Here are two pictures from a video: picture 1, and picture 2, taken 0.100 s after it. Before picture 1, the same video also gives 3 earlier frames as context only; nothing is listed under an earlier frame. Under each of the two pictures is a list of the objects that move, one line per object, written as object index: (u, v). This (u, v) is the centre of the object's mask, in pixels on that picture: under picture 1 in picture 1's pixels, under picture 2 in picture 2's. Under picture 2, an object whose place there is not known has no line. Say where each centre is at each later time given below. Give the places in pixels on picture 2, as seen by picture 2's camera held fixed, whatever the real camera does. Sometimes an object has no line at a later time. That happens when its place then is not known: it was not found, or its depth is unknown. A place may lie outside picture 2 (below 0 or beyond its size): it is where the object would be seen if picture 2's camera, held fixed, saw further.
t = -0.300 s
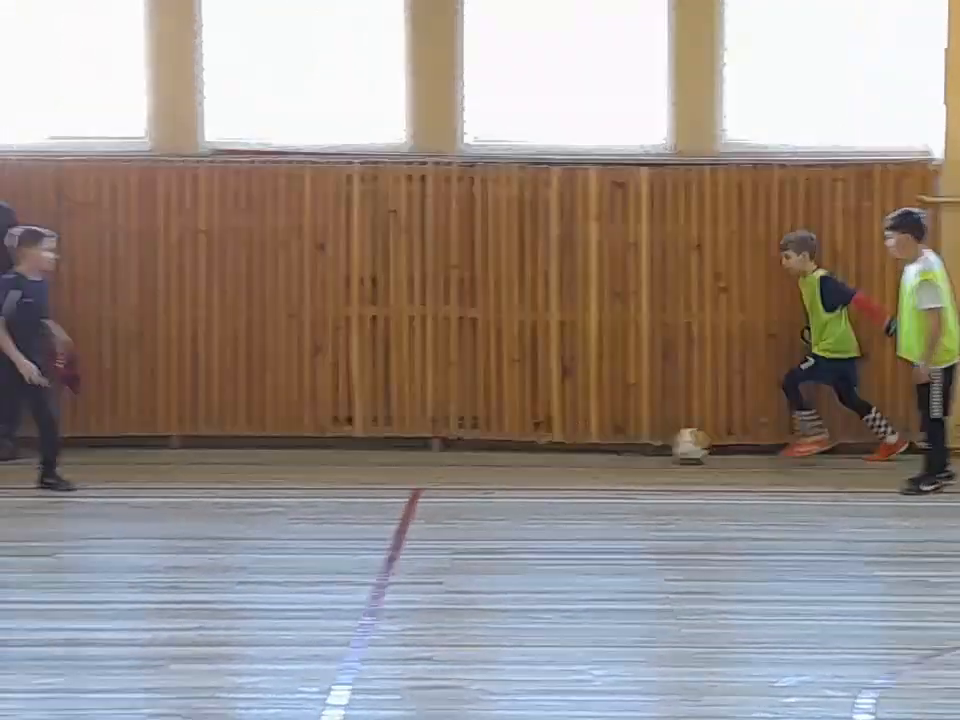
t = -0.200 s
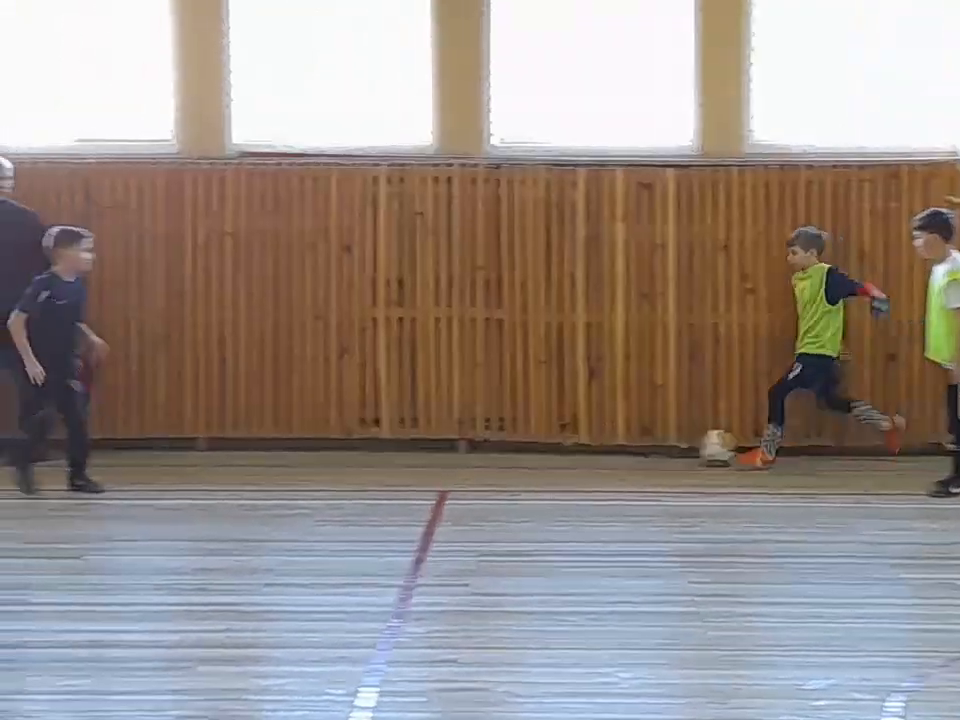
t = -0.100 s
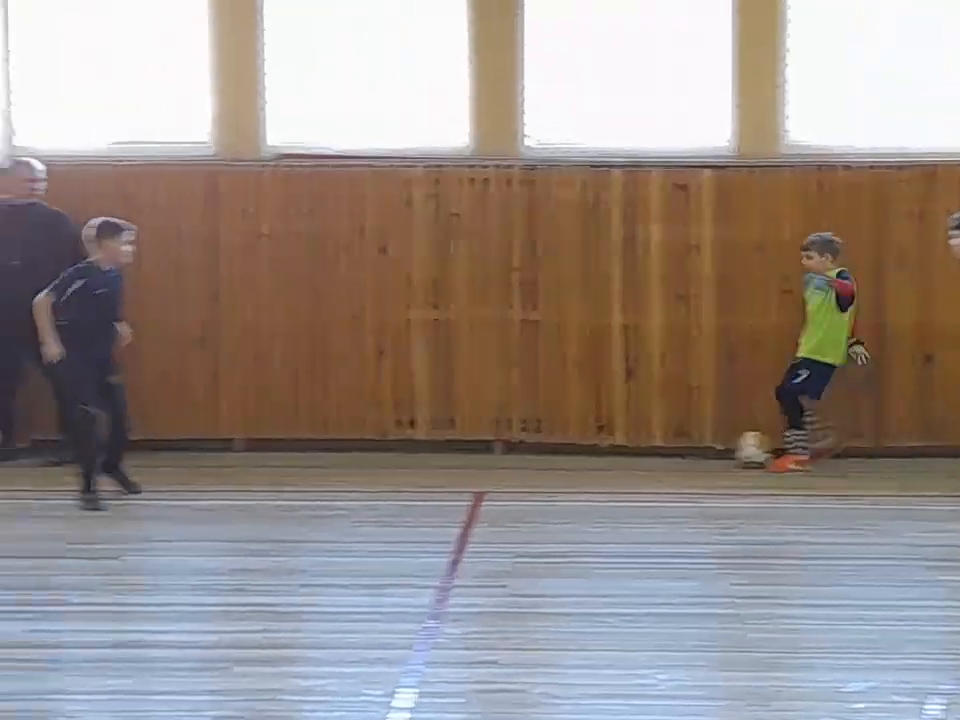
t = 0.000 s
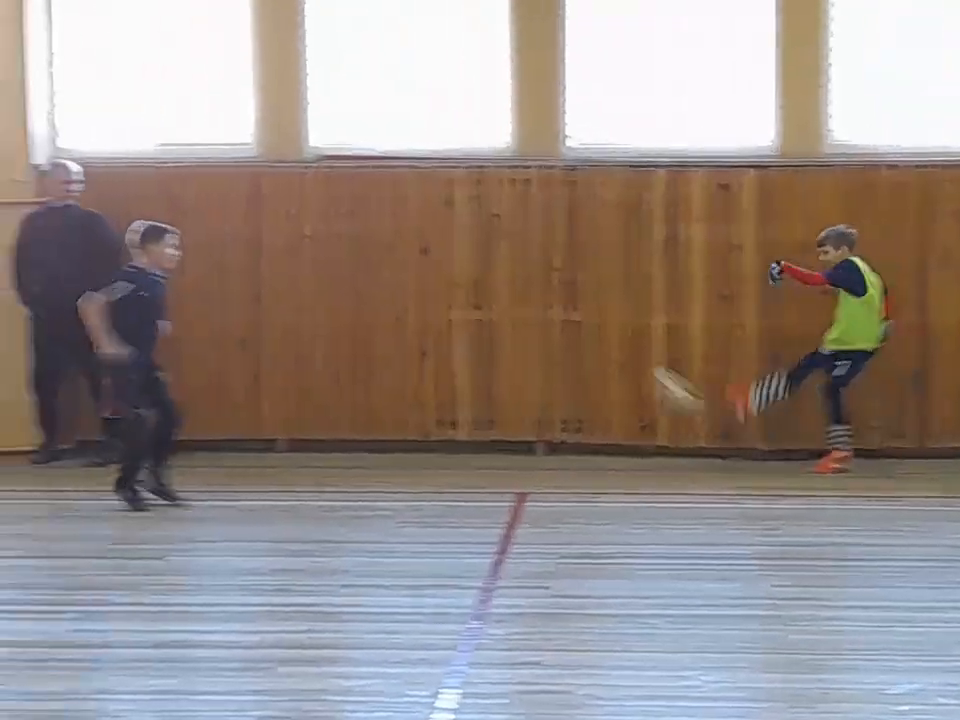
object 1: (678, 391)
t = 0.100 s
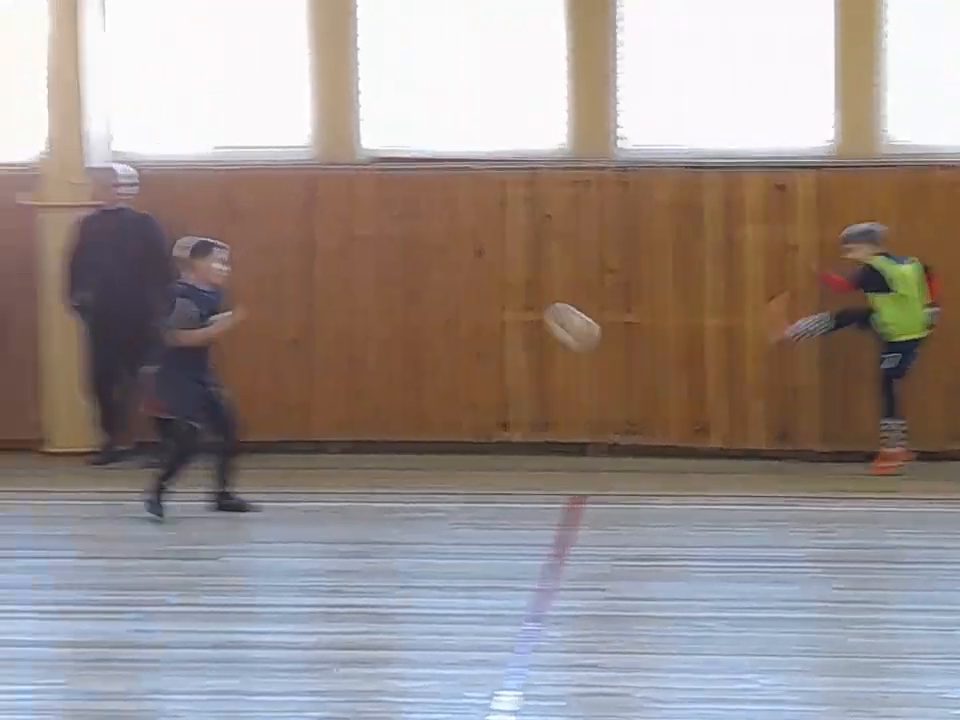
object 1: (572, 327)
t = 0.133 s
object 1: (520, 309)
